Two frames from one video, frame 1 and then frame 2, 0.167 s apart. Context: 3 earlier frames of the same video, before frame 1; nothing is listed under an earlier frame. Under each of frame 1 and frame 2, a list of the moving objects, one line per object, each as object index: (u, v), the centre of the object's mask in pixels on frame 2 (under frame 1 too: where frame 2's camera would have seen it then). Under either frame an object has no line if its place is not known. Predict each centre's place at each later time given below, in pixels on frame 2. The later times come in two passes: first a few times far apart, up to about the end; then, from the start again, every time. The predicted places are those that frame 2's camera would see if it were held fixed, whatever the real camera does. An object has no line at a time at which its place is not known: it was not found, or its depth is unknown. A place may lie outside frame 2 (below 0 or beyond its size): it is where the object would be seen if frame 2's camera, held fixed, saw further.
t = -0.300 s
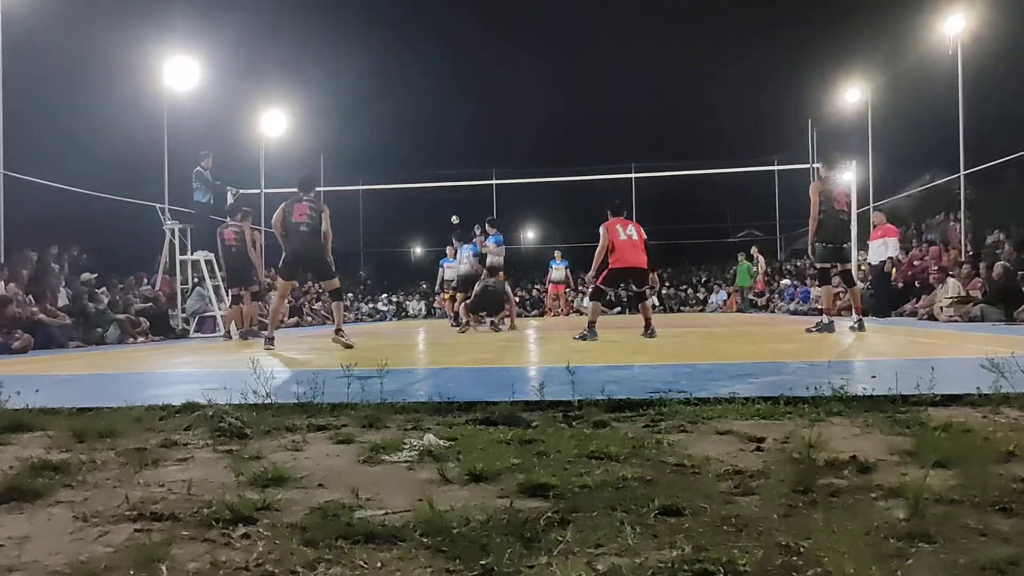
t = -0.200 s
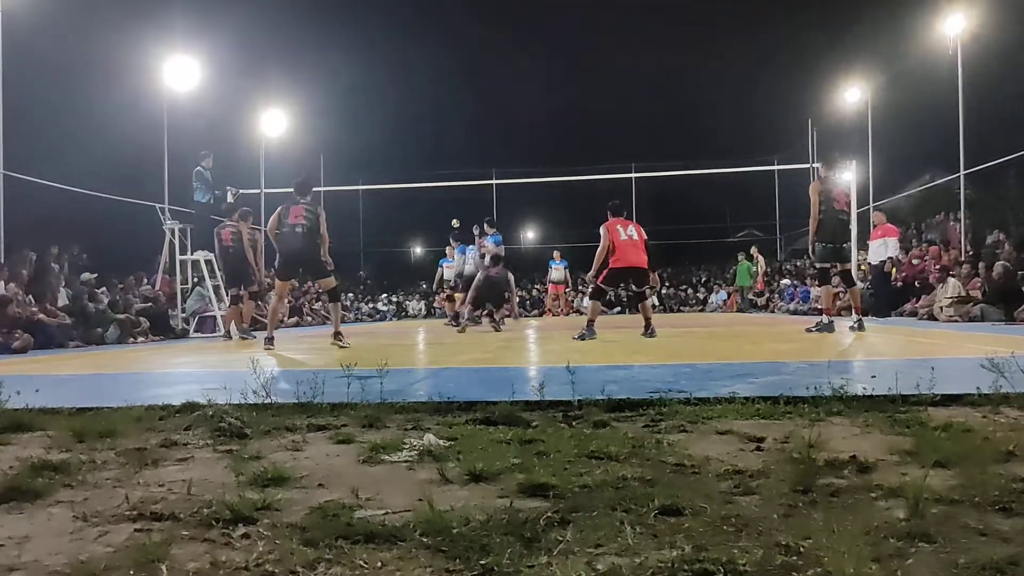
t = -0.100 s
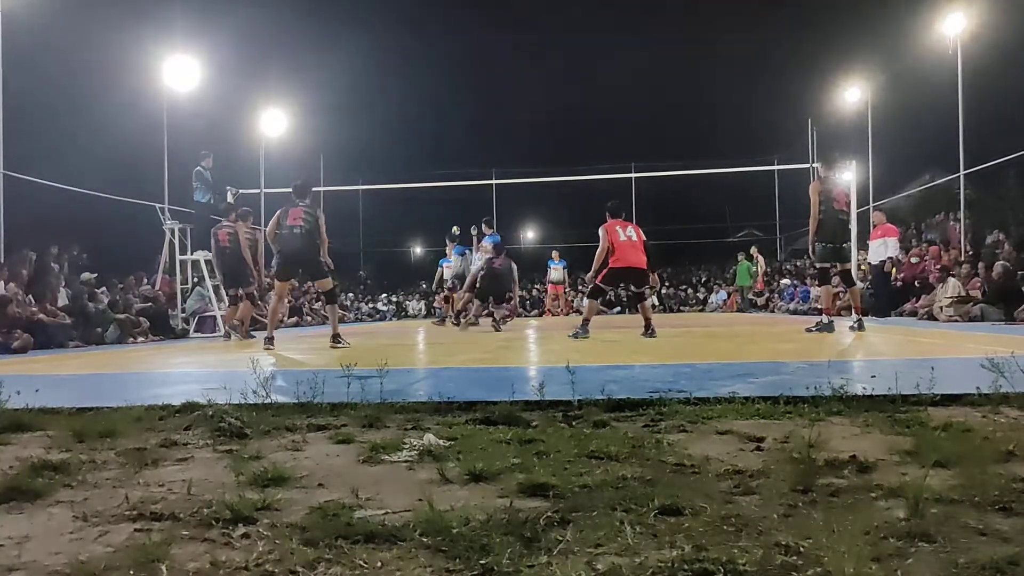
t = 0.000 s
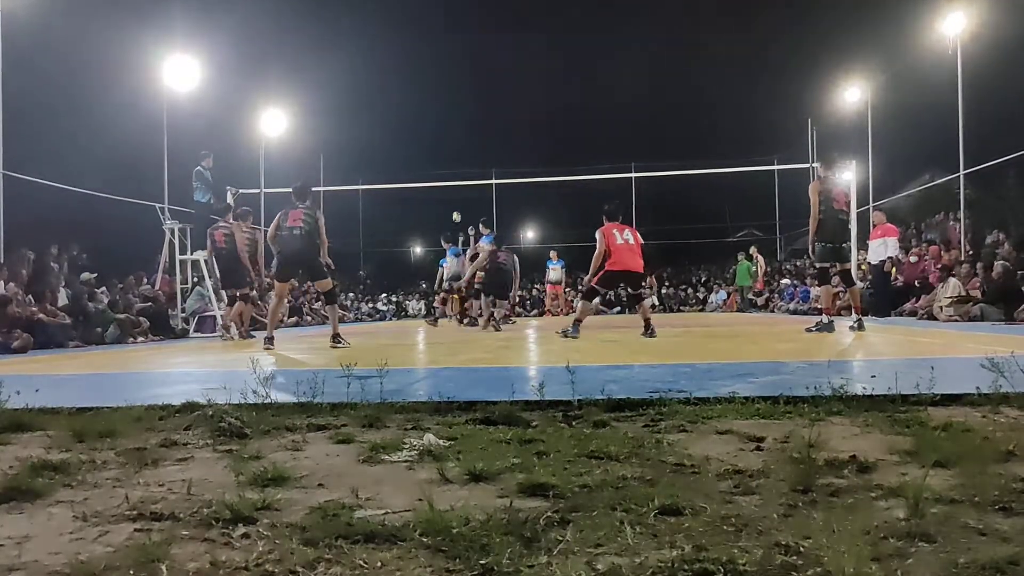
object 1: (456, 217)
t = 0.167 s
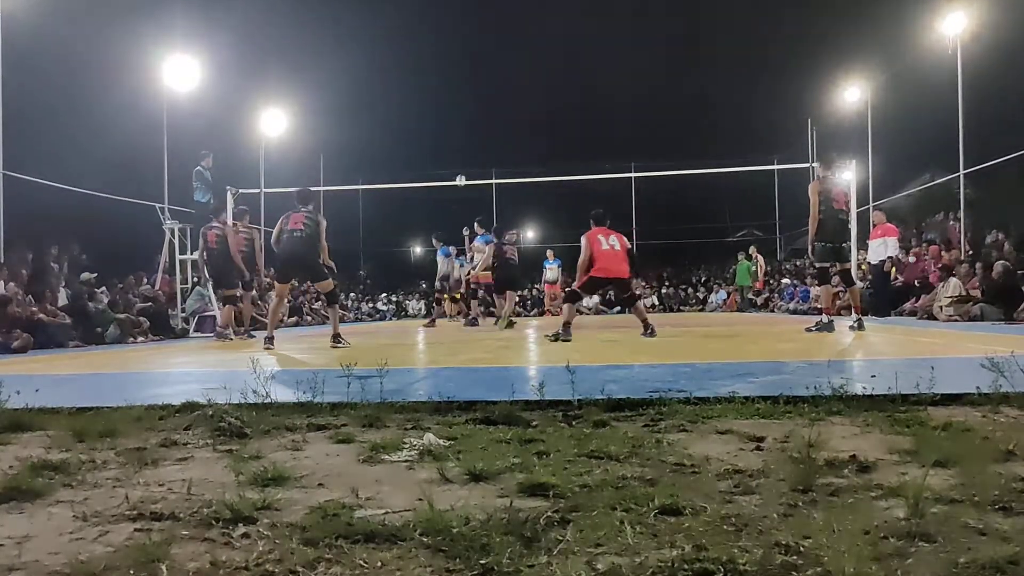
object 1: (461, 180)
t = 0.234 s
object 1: (463, 167)
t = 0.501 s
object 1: (480, 123)
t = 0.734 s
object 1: (496, 107)
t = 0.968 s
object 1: (513, 124)
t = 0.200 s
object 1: (462, 173)
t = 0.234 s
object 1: (463, 167)
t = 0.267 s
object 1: (465, 160)
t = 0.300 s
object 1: (467, 154)
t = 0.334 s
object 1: (469, 148)
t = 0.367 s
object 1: (471, 143)
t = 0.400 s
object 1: (473, 137)
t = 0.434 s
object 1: (475, 132)
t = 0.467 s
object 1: (478, 127)
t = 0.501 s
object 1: (480, 123)
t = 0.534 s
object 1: (482, 119)
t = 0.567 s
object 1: (484, 116)
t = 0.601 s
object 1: (487, 113)
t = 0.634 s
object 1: (489, 111)
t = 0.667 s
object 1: (491, 109)
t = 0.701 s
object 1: (494, 107)
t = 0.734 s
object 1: (496, 107)
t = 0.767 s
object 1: (498, 106)
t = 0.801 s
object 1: (501, 107)
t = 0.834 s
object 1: (503, 108)
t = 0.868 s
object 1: (505, 111)
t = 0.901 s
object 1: (507, 114)
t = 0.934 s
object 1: (510, 118)
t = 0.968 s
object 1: (513, 124)
